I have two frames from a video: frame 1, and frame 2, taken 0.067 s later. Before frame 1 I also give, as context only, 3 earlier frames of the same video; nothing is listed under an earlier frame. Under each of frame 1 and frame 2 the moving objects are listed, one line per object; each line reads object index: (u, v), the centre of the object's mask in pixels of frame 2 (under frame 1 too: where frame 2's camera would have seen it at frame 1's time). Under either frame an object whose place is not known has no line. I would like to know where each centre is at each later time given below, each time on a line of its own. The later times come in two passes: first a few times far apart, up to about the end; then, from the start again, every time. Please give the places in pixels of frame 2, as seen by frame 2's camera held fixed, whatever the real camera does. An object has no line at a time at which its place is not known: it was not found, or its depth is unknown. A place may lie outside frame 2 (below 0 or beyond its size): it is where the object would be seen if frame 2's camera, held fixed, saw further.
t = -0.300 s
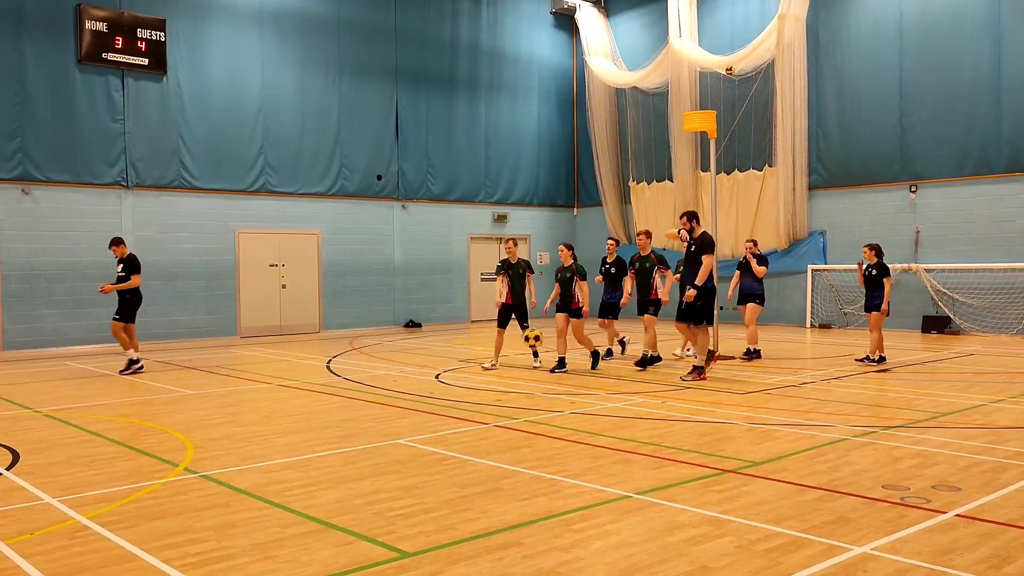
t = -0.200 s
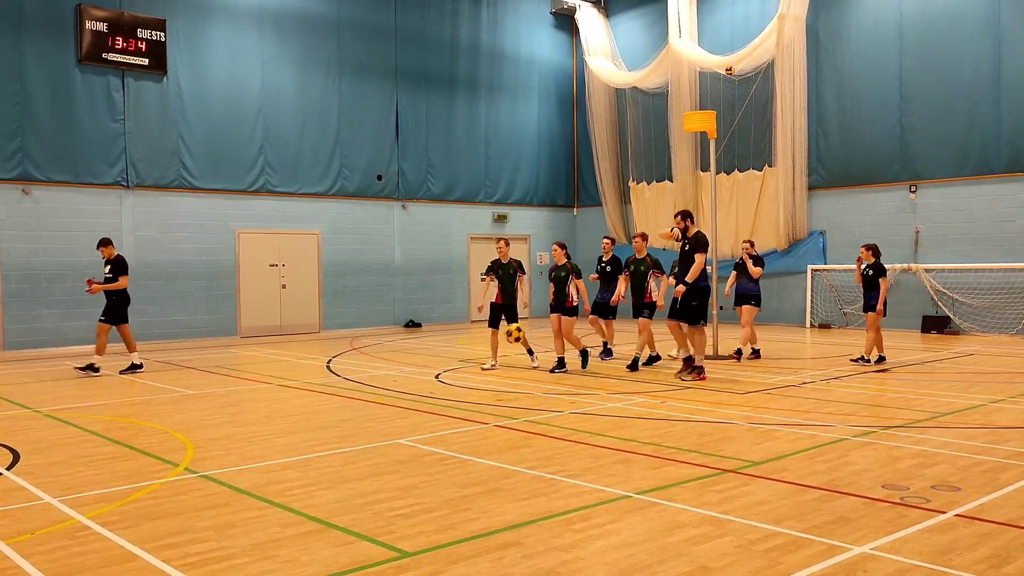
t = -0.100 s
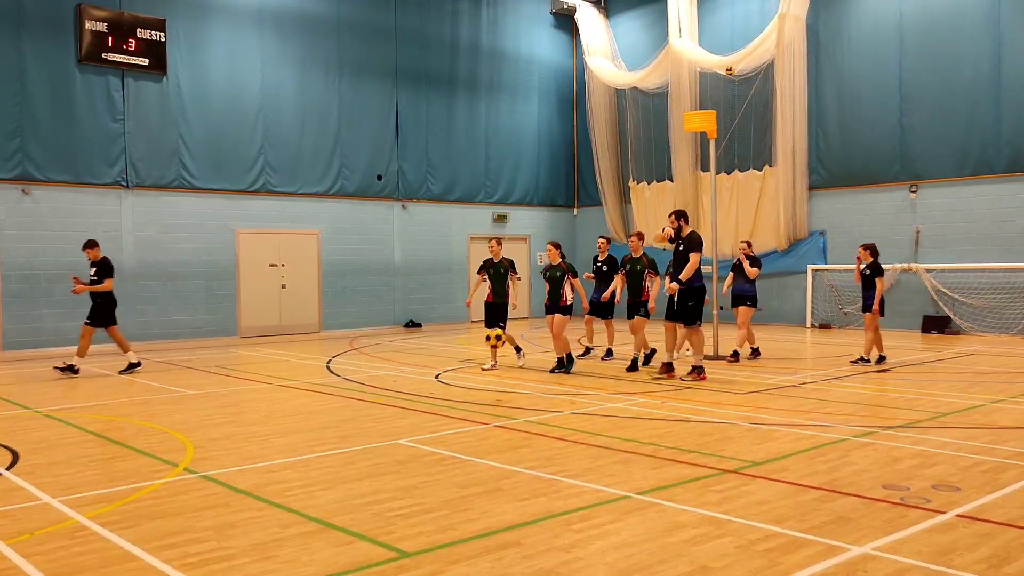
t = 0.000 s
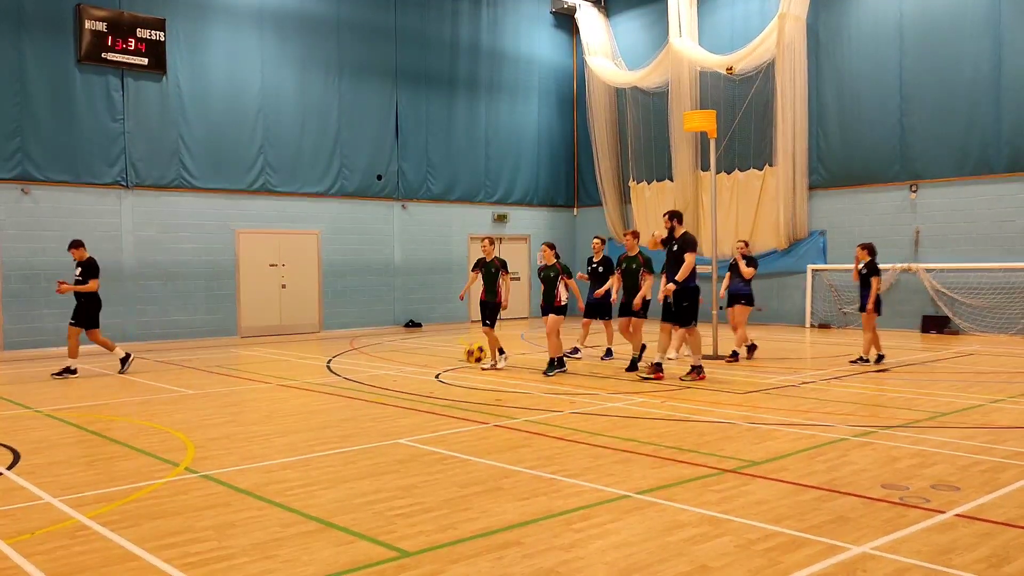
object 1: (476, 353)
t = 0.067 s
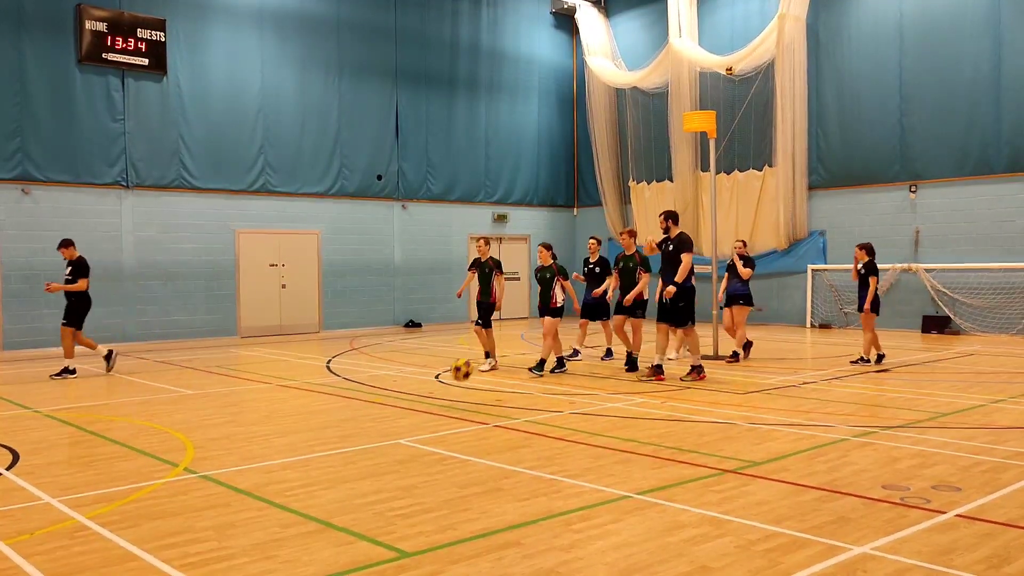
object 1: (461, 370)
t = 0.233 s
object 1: (424, 389)
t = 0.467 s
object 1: (367, 373)
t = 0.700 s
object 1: (301, 421)
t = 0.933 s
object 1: (223, 412)
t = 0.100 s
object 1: (454, 379)
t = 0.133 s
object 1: (447, 391)
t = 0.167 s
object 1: (440, 403)
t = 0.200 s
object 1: (433, 396)
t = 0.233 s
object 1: (424, 389)
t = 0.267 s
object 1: (417, 383)
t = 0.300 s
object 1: (409, 378)
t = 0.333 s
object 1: (401, 375)
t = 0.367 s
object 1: (392, 372)
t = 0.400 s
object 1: (384, 371)
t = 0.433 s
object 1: (375, 372)
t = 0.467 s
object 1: (367, 373)
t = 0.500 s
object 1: (358, 375)
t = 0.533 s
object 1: (349, 379)
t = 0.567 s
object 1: (340, 384)
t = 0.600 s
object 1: (330, 391)
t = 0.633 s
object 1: (320, 399)
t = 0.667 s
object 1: (311, 409)
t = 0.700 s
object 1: (301, 421)
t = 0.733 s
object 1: (291, 432)
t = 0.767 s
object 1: (280, 426)
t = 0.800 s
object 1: (269, 420)
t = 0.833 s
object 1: (257, 416)
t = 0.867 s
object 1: (246, 413)
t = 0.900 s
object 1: (235, 412)
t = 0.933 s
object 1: (223, 412)
